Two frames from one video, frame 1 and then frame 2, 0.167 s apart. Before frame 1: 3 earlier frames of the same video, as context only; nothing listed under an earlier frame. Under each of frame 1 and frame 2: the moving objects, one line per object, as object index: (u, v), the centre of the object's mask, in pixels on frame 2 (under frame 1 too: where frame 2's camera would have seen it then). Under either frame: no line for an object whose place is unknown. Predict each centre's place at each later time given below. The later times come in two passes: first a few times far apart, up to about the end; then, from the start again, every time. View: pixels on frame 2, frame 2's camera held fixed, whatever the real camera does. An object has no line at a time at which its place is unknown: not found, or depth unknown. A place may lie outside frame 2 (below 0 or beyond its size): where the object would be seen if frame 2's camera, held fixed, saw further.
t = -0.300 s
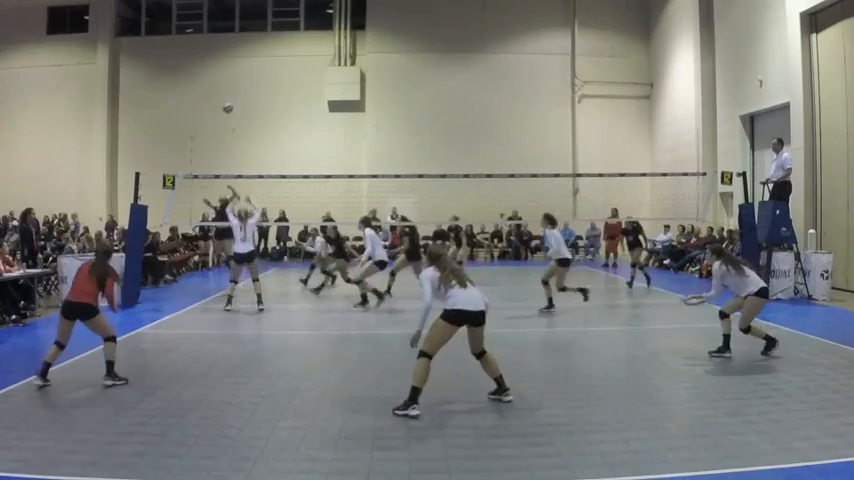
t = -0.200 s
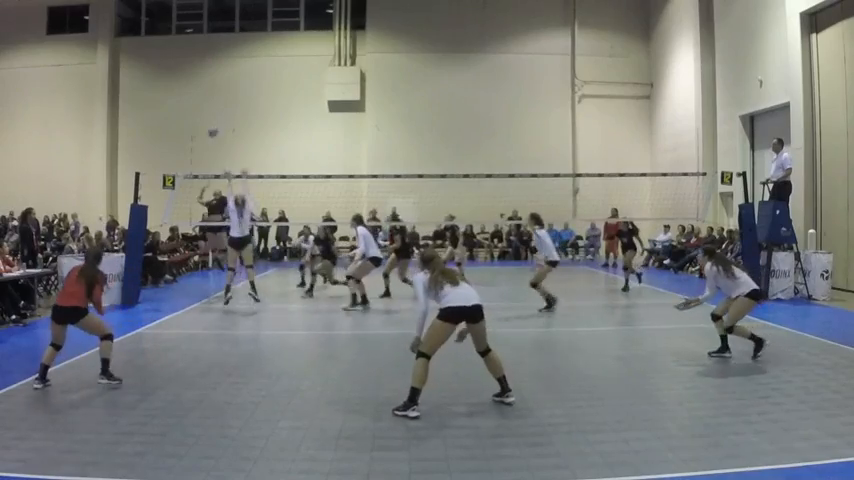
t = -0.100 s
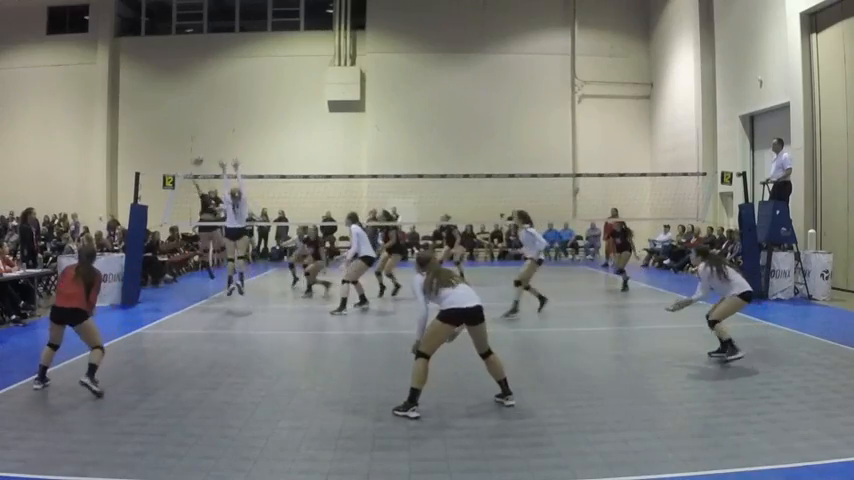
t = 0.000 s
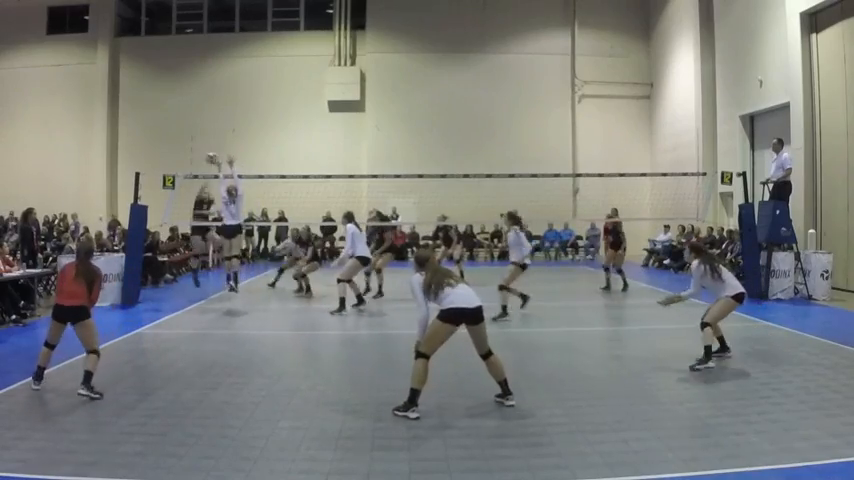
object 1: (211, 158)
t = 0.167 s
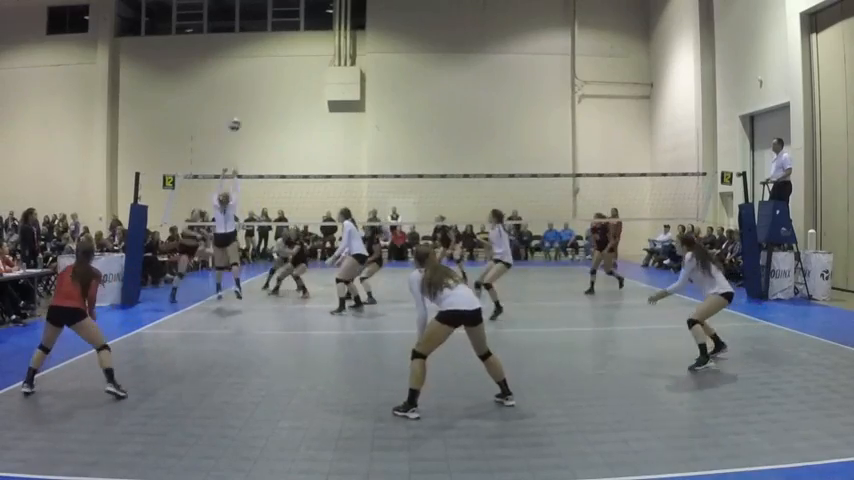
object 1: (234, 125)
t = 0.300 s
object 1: (255, 104)
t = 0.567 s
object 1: (310, 102)
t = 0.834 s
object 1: (386, 174)
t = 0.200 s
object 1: (239, 119)
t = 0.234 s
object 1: (244, 113)
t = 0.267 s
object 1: (250, 109)
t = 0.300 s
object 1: (255, 104)
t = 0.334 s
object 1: (261, 101)
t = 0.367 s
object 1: (267, 101)
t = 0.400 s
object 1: (277, 97)
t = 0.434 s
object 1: (283, 96)
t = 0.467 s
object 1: (291, 97)
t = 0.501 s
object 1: (294, 97)
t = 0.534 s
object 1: (301, 99)
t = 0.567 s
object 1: (310, 102)
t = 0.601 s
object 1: (318, 106)
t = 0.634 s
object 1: (326, 111)
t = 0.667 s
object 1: (335, 117)
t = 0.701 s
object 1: (344, 126)
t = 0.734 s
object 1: (354, 135)
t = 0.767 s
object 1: (364, 146)
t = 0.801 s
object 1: (375, 159)
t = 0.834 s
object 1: (386, 174)
